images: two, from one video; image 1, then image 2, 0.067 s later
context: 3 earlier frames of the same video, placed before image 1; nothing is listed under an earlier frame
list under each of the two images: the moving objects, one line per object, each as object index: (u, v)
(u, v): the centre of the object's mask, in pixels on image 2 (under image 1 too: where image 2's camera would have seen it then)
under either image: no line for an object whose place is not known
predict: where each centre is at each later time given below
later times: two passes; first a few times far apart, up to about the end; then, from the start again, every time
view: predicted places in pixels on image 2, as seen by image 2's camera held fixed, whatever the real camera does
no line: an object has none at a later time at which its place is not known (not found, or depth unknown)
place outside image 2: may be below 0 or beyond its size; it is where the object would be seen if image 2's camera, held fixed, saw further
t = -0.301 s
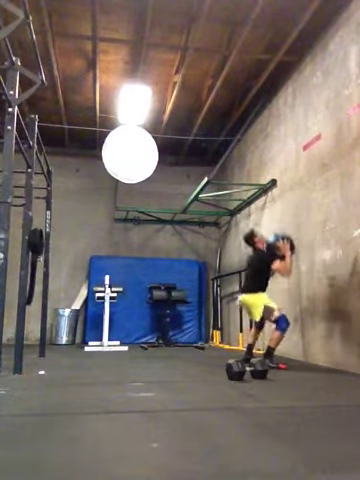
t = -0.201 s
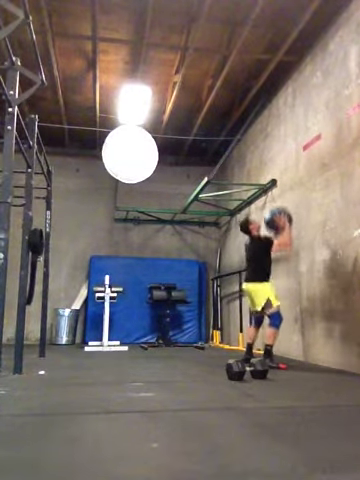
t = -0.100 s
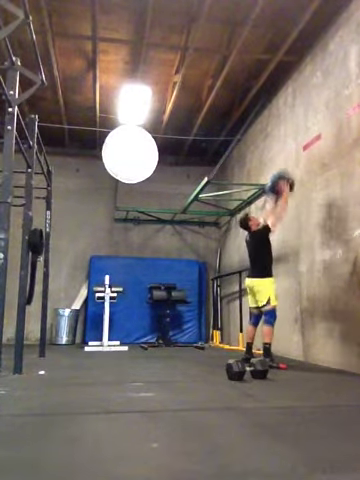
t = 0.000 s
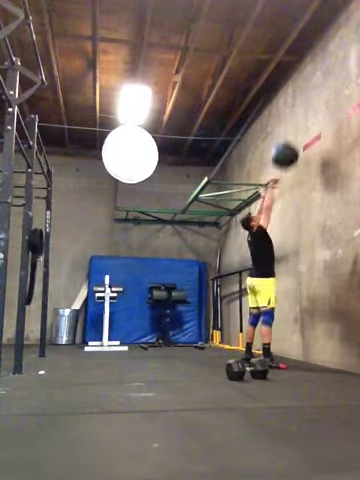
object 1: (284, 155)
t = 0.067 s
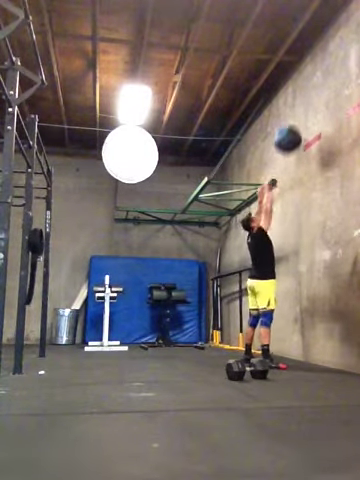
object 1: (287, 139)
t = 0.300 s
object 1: (299, 111)
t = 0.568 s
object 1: (297, 124)
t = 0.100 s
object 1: (289, 133)
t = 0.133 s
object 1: (290, 127)
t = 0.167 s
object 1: (292, 122)
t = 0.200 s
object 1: (294, 118)
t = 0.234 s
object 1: (296, 115)
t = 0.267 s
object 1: (298, 112)
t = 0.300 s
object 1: (299, 111)
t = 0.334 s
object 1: (300, 110)
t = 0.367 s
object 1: (301, 110)
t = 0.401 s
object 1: (300, 110)
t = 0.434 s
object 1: (300, 112)
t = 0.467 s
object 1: (299, 114)
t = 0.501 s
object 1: (298, 116)
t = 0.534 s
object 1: (297, 120)
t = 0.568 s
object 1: (297, 124)
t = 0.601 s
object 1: (295, 129)
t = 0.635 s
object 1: (294, 135)
